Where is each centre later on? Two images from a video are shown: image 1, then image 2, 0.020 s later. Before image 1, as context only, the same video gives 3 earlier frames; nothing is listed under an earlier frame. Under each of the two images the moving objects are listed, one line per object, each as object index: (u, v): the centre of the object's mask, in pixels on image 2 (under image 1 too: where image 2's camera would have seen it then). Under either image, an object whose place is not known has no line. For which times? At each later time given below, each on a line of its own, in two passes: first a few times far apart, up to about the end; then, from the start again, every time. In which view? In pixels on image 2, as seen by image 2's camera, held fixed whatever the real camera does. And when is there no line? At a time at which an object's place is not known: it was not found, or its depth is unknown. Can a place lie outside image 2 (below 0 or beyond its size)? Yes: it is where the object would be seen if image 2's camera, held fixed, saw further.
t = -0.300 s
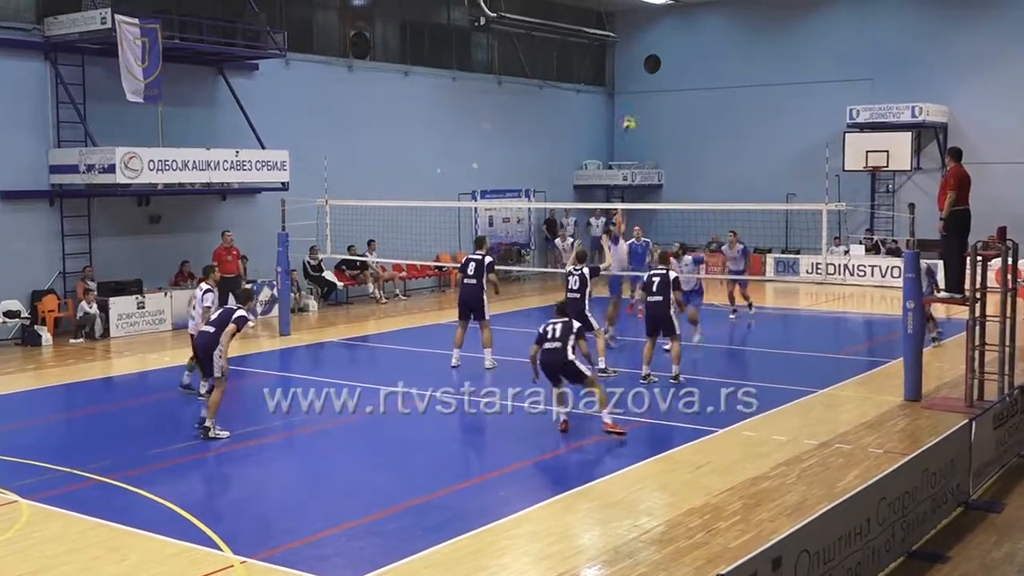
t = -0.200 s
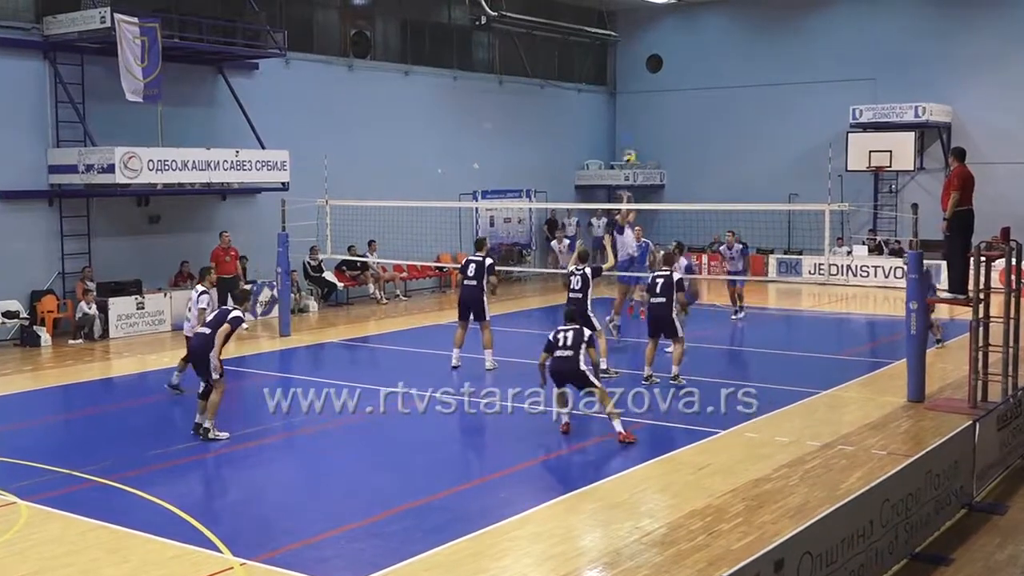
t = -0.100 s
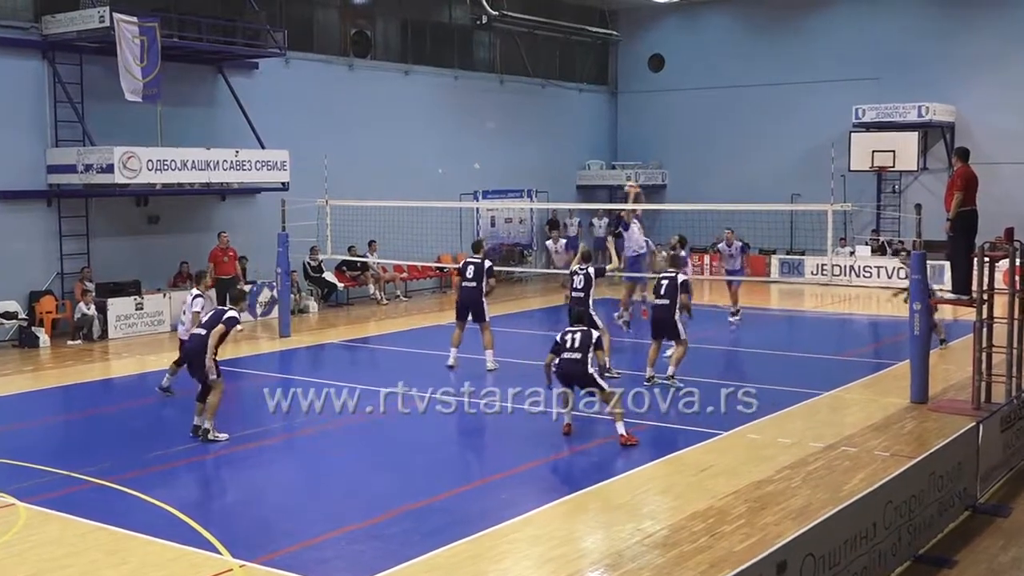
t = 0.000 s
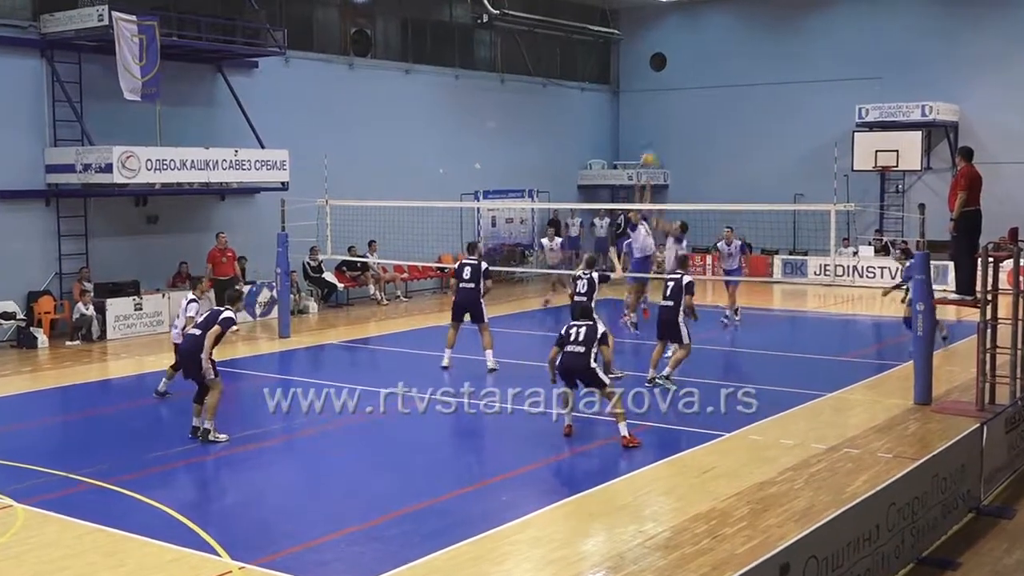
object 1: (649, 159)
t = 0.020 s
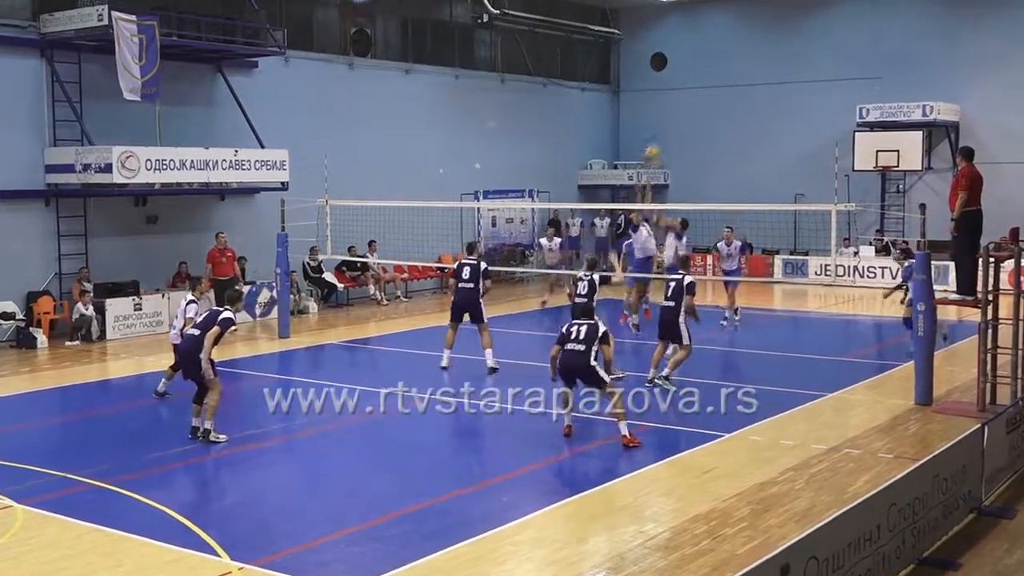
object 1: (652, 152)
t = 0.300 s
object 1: (705, 89)
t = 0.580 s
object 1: (761, 76)
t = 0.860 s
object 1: (820, 119)
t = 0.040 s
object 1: (656, 145)
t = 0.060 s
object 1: (660, 140)
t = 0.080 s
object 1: (662, 134)
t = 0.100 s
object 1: (668, 129)
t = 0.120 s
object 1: (671, 124)
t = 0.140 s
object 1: (675, 119)
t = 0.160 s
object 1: (678, 114)
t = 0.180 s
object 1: (682, 110)
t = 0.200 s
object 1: (686, 106)
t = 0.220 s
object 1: (690, 102)
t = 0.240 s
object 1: (694, 98)
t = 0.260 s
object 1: (698, 95)
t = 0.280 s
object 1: (702, 92)
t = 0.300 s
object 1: (705, 89)
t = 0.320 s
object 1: (709, 86)
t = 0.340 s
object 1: (714, 84)
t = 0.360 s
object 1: (717, 82)
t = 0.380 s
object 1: (721, 80)
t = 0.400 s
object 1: (725, 78)
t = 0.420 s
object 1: (729, 77)
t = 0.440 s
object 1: (733, 76)
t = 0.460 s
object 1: (737, 76)
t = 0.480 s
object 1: (741, 75)
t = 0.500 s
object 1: (745, 75)
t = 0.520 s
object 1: (749, 75)
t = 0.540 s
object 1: (752, 75)
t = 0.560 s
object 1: (757, 76)
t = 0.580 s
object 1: (761, 76)
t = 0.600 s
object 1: (764, 78)
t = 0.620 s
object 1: (768, 79)
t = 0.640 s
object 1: (772, 81)
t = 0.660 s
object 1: (776, 82)
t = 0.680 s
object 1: (781, 85)
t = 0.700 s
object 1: (786, 87)
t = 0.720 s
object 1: (790, 90)
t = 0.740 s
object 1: (794, 94)
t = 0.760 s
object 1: (798, 98)
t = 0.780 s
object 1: (802, 102)
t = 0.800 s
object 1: (805, 104)
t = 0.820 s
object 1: (810, 109)
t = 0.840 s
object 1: (815, 114)
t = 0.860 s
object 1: (820, 119)
